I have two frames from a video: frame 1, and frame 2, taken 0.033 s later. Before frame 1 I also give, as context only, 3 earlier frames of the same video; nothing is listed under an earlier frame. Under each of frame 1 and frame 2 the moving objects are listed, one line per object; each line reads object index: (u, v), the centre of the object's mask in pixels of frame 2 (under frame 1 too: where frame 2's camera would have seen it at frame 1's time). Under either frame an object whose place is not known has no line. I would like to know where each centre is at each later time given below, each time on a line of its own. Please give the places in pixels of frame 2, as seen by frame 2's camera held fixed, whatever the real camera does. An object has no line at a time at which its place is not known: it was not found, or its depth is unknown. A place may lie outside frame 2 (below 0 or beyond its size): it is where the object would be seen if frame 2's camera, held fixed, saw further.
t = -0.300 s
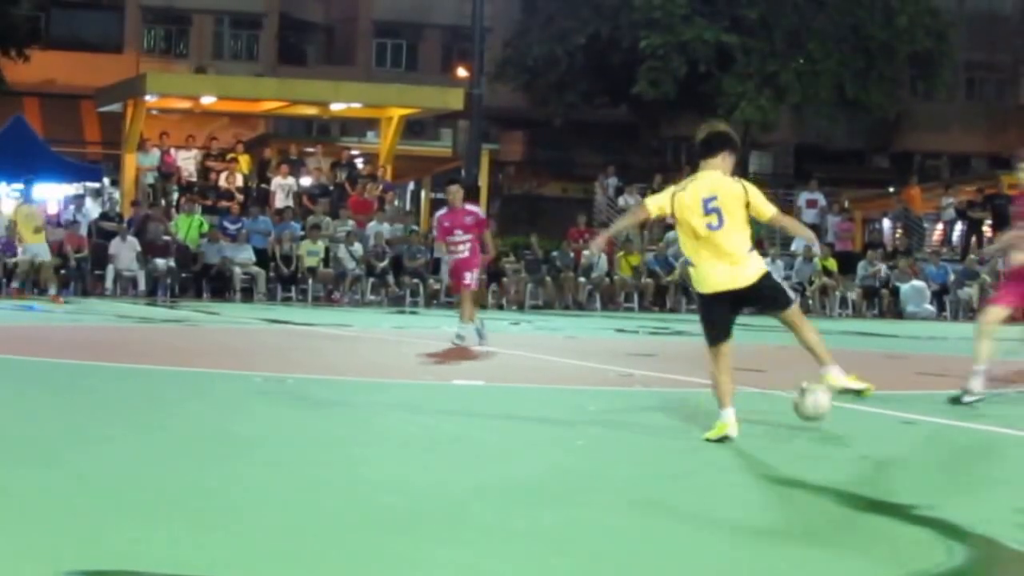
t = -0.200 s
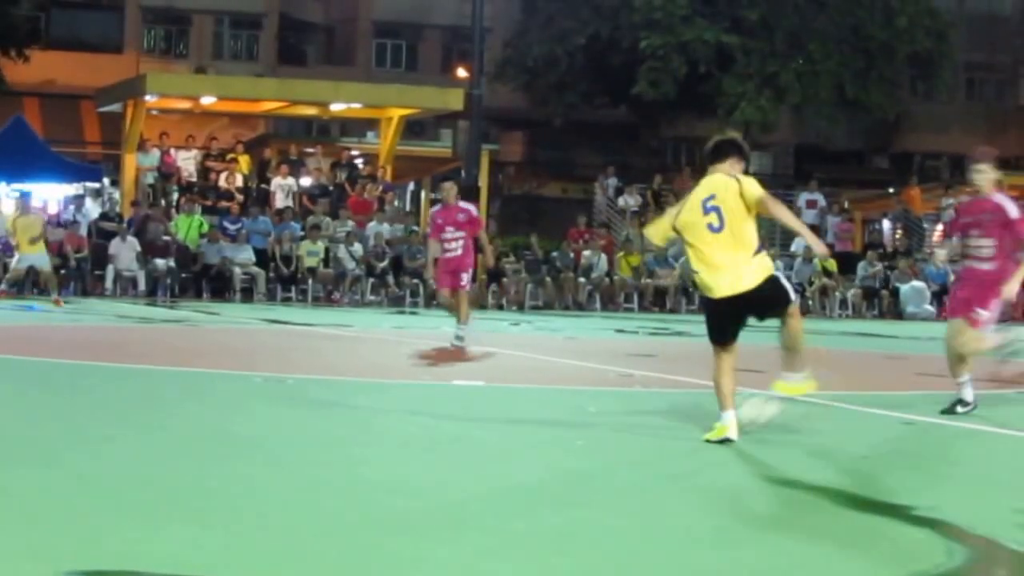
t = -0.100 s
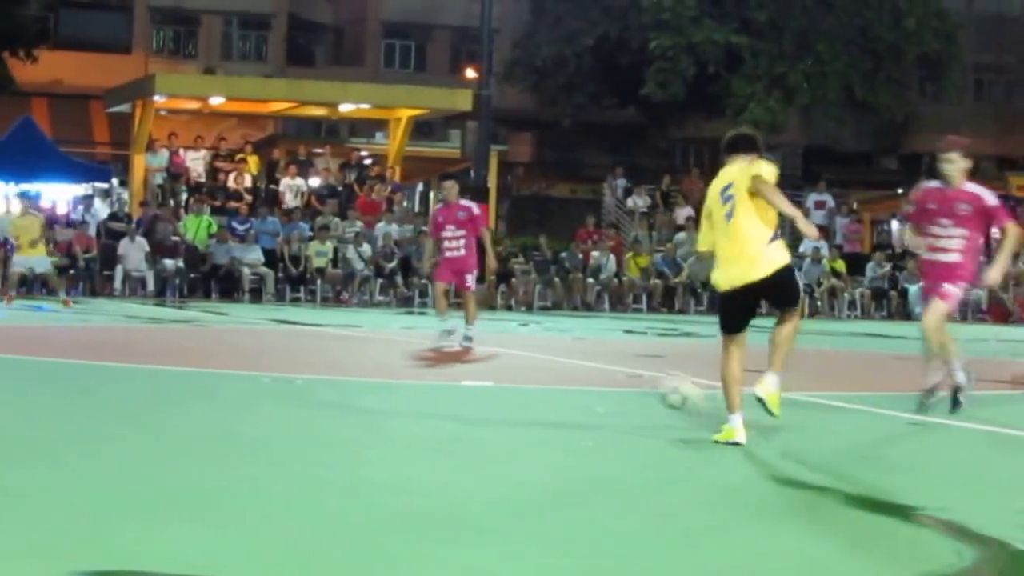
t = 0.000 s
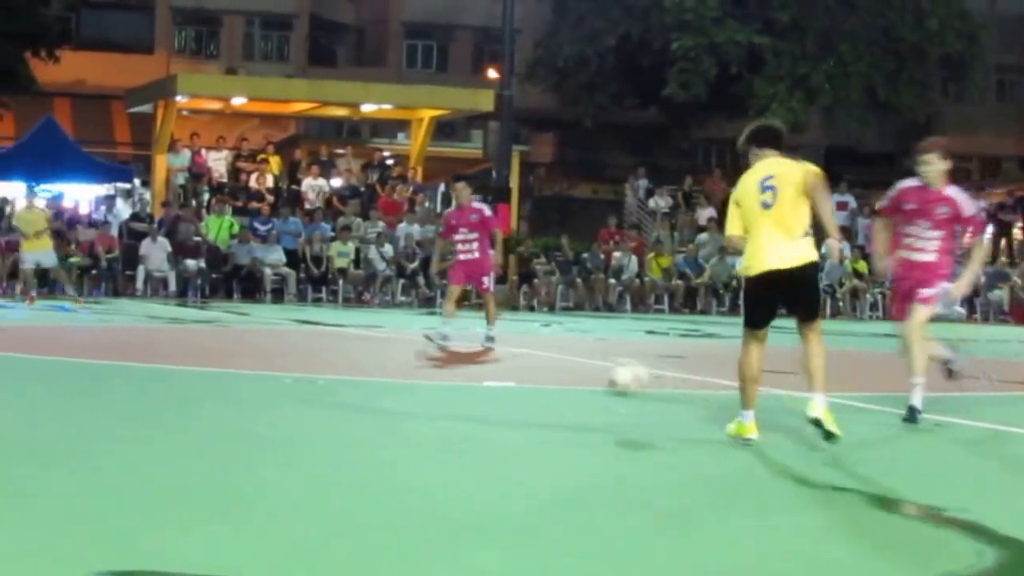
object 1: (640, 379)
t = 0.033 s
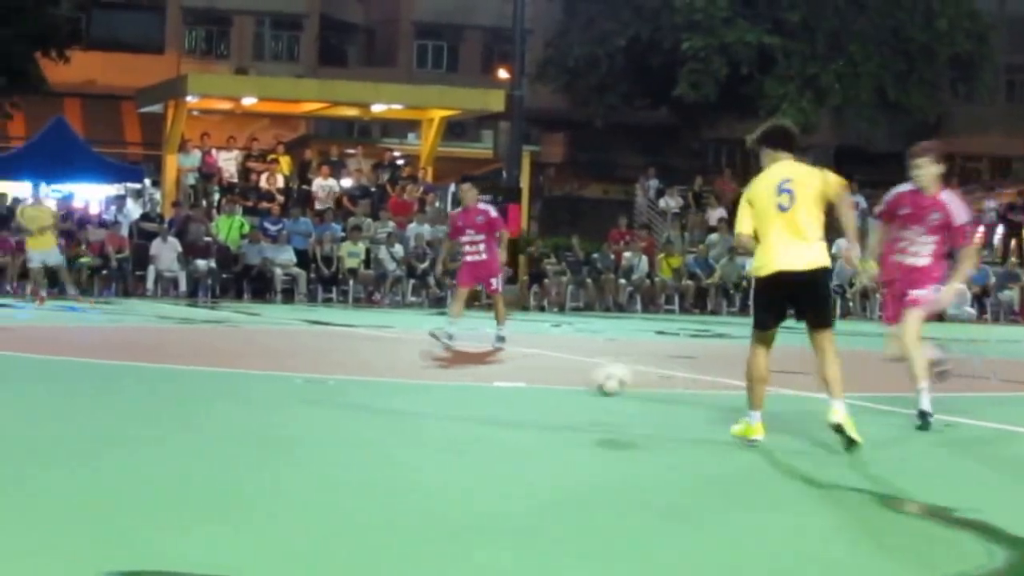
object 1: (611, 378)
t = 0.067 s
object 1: (585, 382)
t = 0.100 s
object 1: (561, 383)
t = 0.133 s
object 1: (536, 388)
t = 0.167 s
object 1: (513, 391)
